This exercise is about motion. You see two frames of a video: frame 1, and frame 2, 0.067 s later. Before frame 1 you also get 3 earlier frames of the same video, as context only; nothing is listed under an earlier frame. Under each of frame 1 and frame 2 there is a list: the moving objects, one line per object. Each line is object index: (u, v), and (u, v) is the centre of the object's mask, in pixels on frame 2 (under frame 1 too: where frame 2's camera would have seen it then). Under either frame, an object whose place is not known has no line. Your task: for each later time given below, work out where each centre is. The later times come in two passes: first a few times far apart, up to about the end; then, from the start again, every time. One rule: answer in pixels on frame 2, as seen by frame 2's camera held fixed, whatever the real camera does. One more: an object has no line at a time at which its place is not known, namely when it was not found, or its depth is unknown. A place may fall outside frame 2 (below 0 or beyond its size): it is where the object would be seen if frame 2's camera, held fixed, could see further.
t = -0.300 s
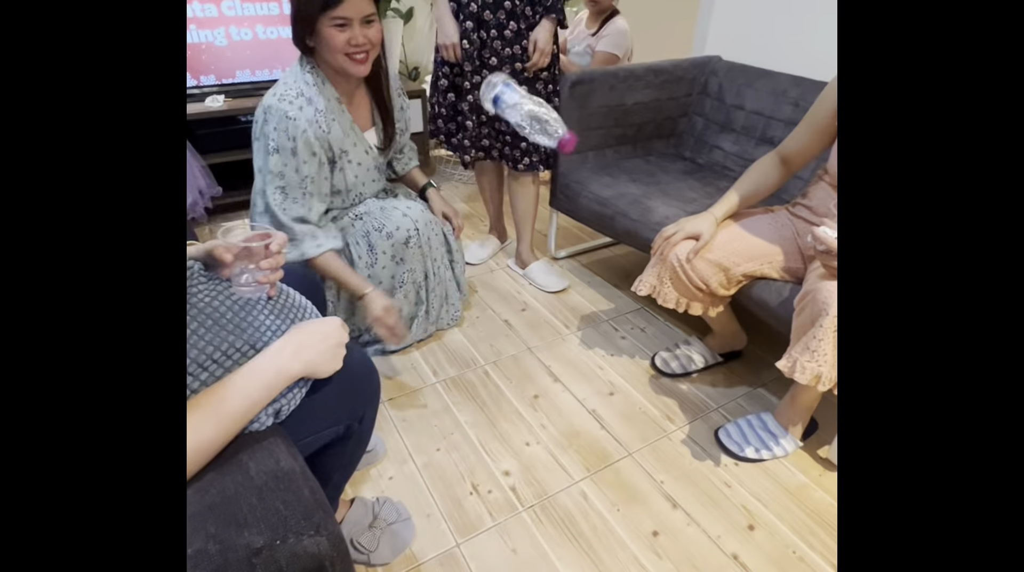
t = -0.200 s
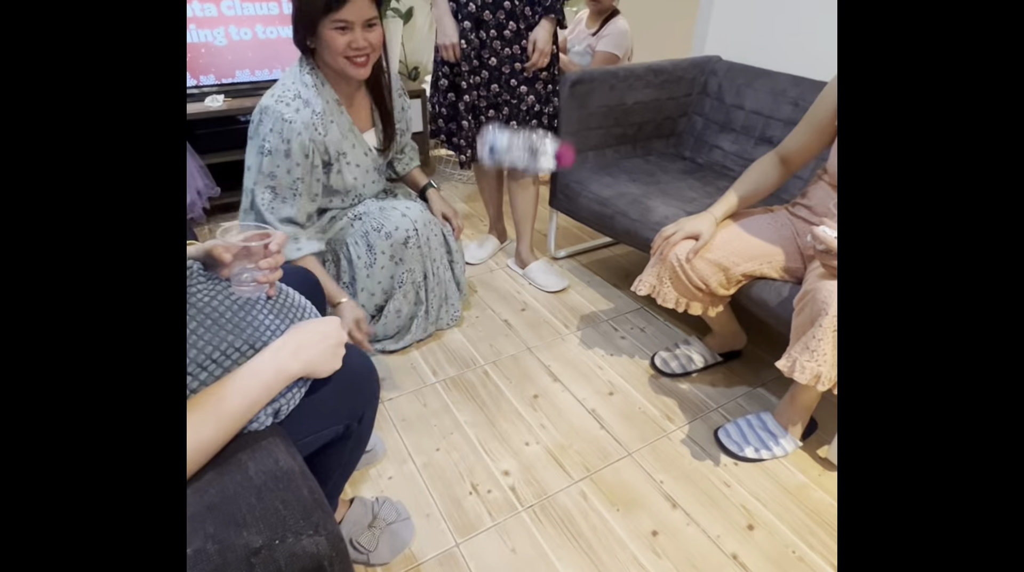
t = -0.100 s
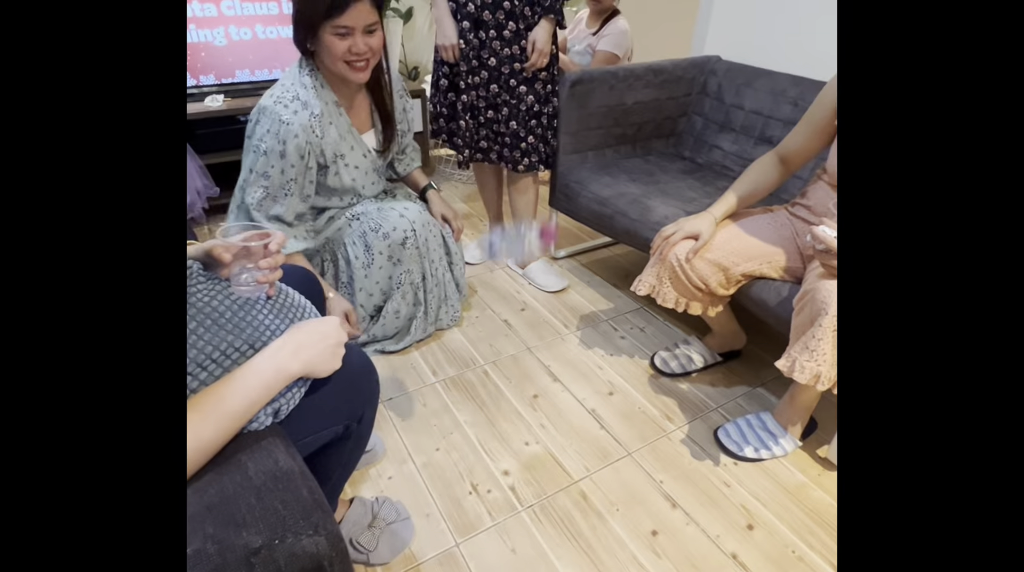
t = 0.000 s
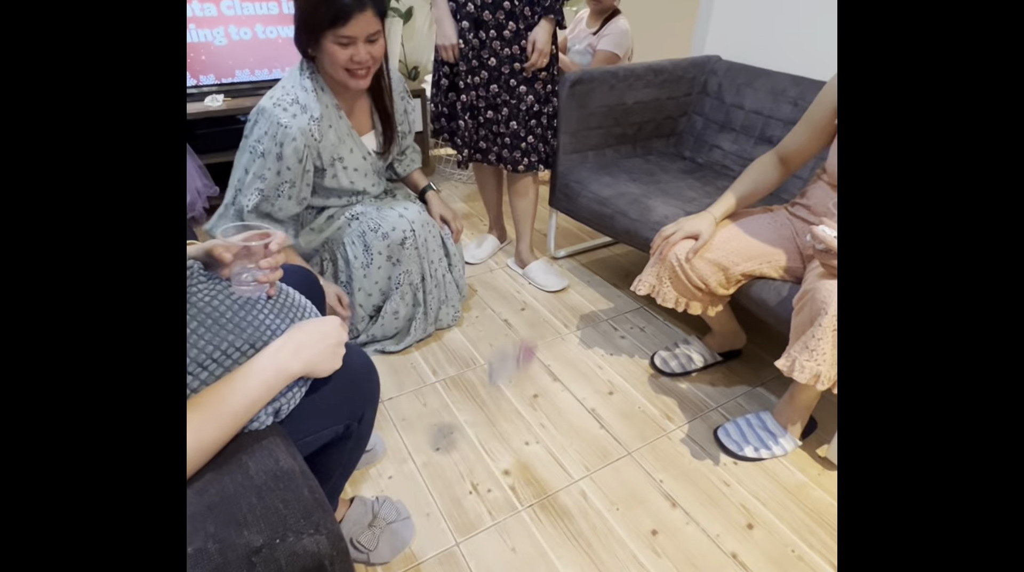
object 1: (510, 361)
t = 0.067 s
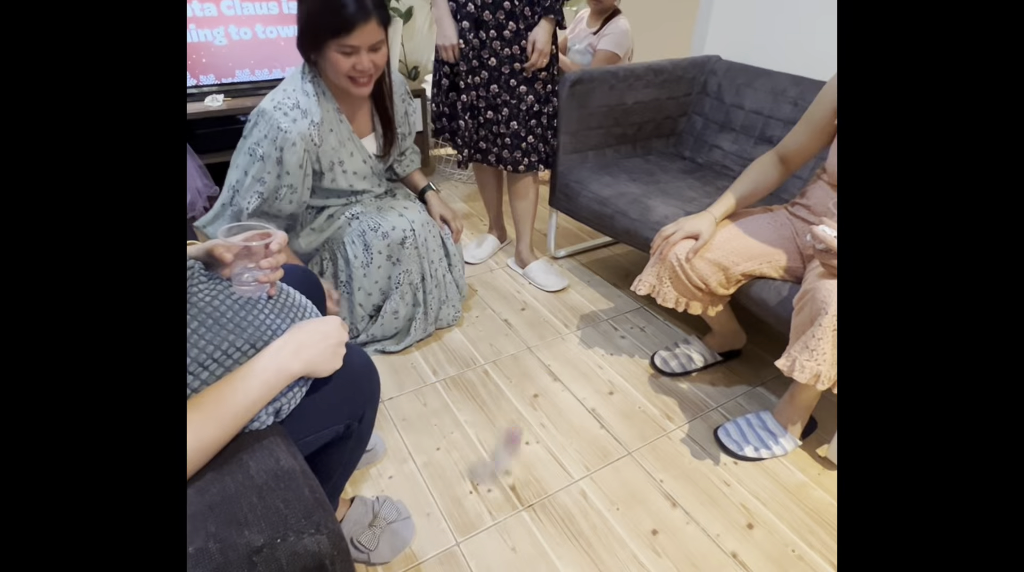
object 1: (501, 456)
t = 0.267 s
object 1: (495, 507)
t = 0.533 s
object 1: (472, 519)
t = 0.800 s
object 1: (450, 531)
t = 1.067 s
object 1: (433, 536)
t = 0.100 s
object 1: (504, 468)
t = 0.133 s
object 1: (505, 474)
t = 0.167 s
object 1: (502, 483)
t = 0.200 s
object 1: (500, 492)
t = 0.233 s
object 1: (498, 499)
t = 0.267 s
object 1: (495, 507)
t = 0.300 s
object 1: (492, 511)
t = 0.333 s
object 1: (488, 511)
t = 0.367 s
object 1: (484, 512)
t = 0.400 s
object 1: (482, 514)
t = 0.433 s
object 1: (480, 515)
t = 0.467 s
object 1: (478, 516)
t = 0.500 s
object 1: (475, 517)
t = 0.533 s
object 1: (472, 519)
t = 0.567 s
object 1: (469, 521)
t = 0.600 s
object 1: (466, 523)
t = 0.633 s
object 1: (464, 525)
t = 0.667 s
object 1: (461, 526)
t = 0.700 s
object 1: (459, 527)
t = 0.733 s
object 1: (457, 529)
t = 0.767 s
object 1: (453, 530)
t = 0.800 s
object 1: (450, 531)
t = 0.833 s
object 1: (447, 532)
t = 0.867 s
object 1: (446, 534)
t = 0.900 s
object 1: (443, 535)
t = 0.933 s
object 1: (441, 536)
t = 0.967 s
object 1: (438, 536)
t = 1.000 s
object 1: (436, 536)
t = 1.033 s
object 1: (435, 536)
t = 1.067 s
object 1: (433, 536)
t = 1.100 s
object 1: (432, 536)
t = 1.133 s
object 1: (431, 536)
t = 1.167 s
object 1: (431, 536)
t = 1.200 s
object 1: (432, 537)
